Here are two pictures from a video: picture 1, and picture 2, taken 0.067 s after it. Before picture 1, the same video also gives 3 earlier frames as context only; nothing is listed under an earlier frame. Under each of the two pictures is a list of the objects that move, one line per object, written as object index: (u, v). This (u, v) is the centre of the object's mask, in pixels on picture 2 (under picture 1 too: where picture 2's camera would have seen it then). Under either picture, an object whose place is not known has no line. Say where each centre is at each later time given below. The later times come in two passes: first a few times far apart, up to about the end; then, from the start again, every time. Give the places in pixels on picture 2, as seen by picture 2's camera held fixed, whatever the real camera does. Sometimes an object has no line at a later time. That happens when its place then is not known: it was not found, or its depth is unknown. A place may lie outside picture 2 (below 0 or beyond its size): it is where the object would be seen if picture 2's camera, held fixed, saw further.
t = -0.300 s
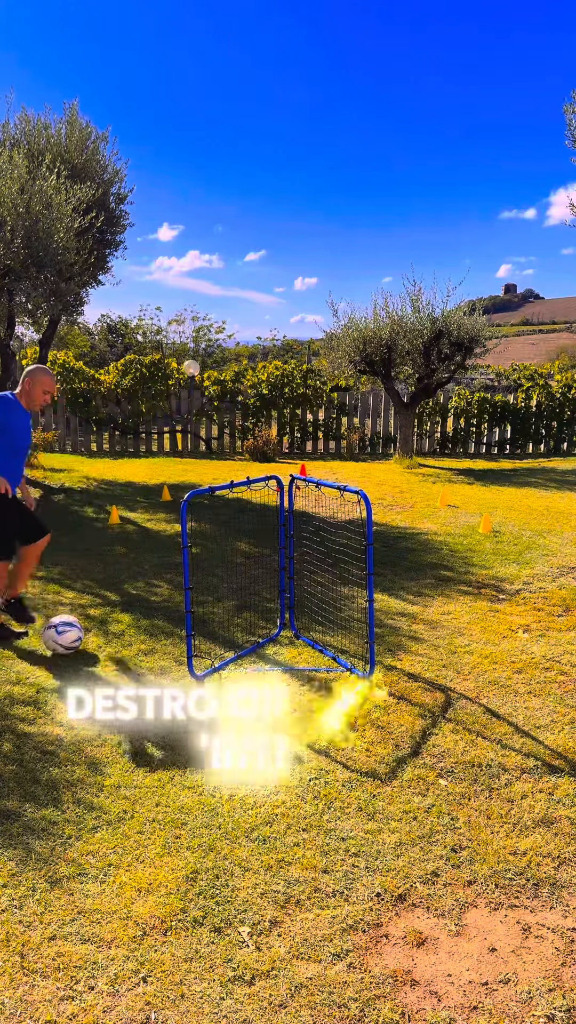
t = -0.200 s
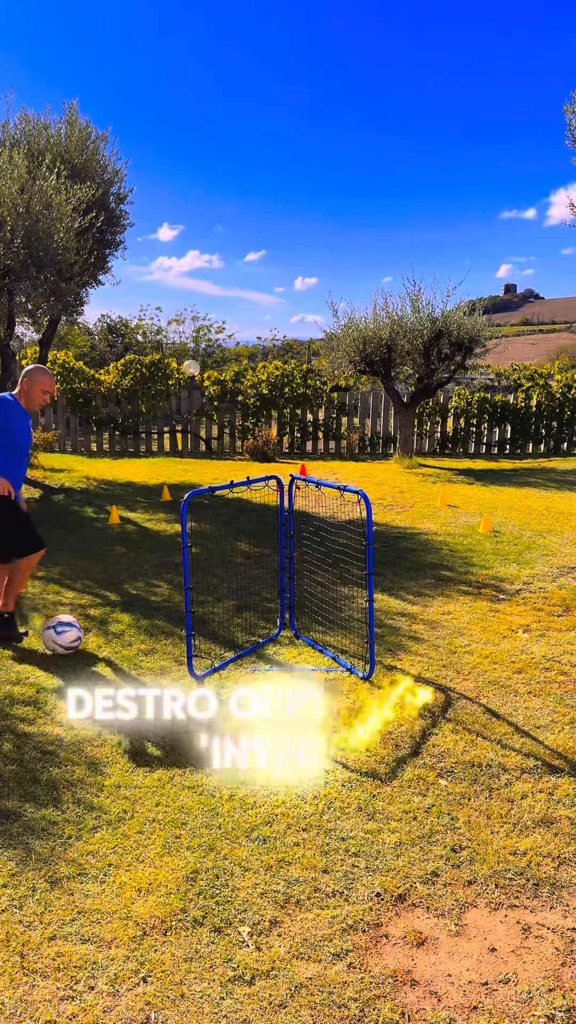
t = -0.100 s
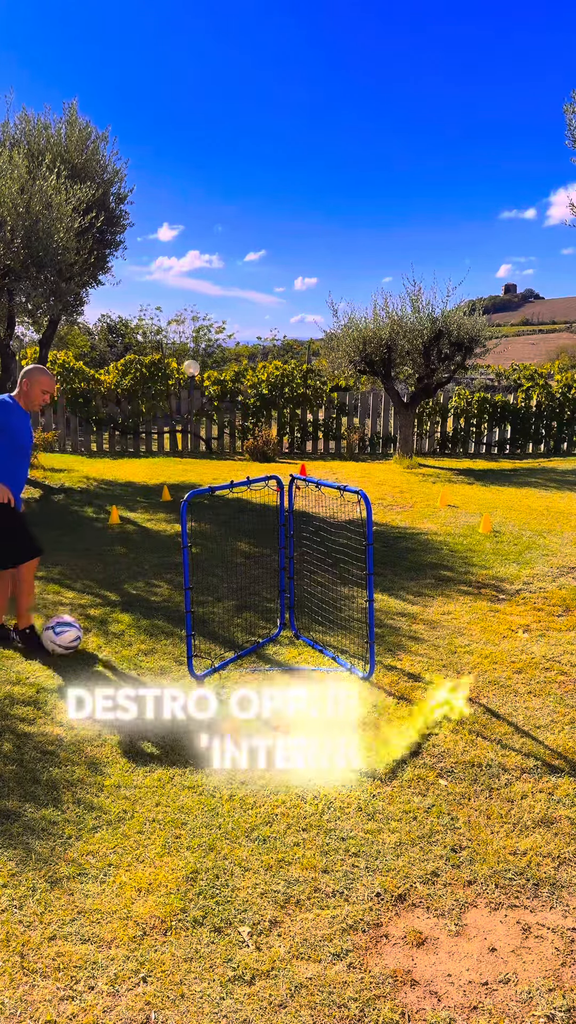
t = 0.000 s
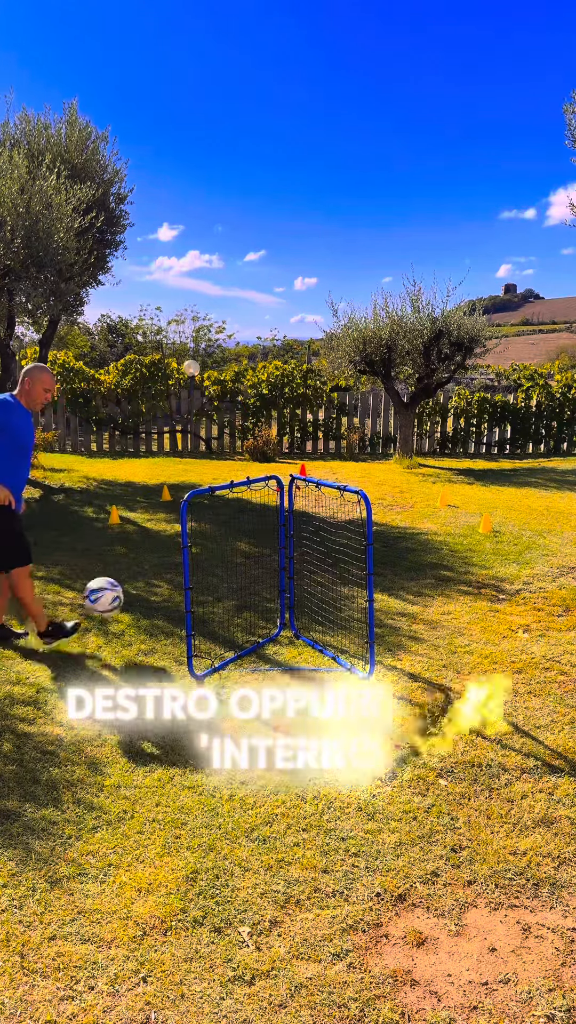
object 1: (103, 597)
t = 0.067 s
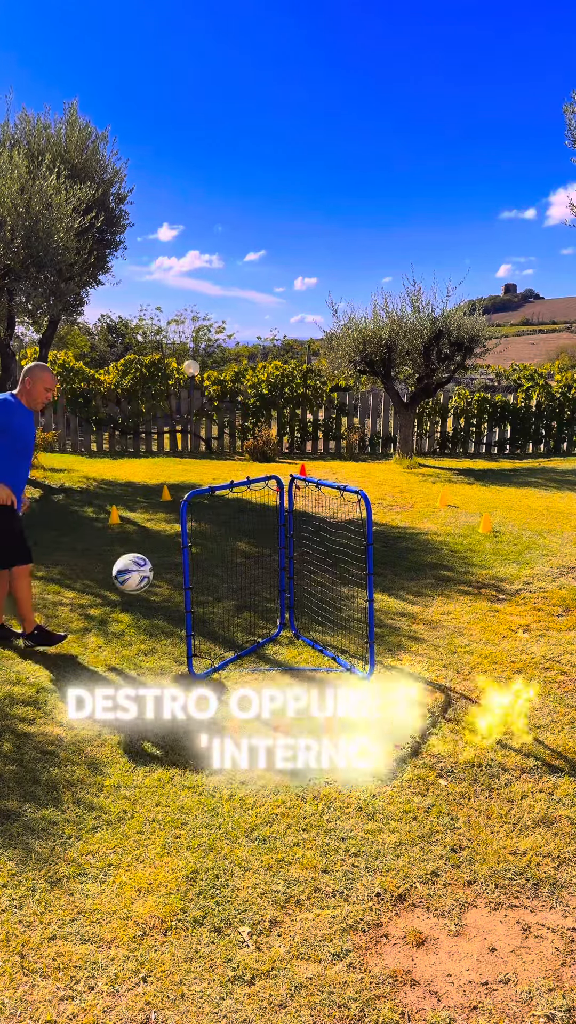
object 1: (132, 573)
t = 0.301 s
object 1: (232, 548)
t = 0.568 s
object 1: (201, 595)
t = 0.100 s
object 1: (147, 563)
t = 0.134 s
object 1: (162, 556)
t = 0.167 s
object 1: (175, 551)
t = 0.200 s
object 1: (193, 547)
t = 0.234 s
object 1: (207, 546)
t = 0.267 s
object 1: (221, 546)
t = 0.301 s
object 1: (232, 548)
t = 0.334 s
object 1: (233, 549)
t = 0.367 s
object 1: (228, 551)
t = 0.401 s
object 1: (223, 555)
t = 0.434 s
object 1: (217, 559)
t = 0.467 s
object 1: (212, 566)
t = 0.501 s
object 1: (207, 575)
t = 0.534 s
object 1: (204, 583)
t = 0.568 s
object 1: (201, 595)
